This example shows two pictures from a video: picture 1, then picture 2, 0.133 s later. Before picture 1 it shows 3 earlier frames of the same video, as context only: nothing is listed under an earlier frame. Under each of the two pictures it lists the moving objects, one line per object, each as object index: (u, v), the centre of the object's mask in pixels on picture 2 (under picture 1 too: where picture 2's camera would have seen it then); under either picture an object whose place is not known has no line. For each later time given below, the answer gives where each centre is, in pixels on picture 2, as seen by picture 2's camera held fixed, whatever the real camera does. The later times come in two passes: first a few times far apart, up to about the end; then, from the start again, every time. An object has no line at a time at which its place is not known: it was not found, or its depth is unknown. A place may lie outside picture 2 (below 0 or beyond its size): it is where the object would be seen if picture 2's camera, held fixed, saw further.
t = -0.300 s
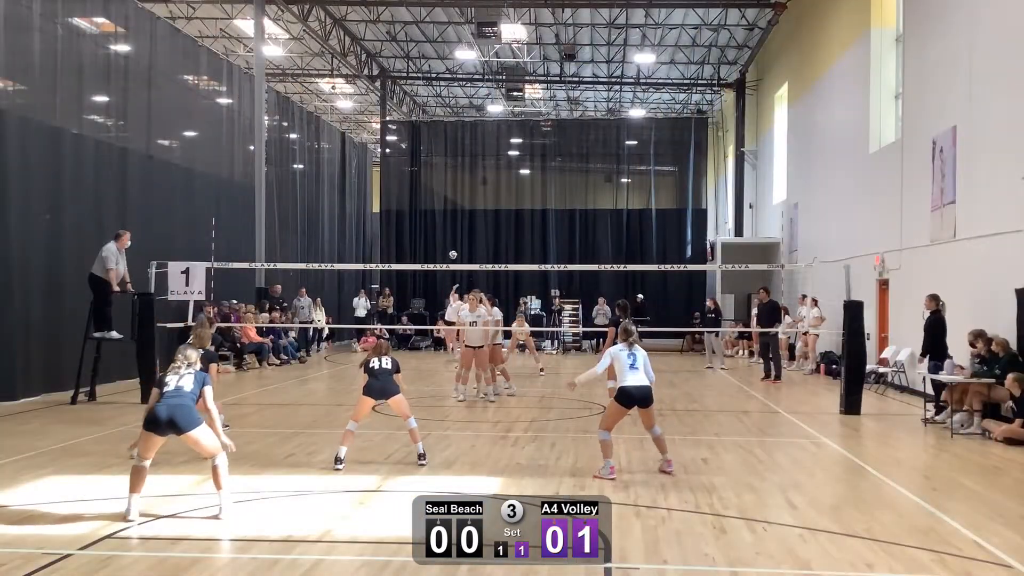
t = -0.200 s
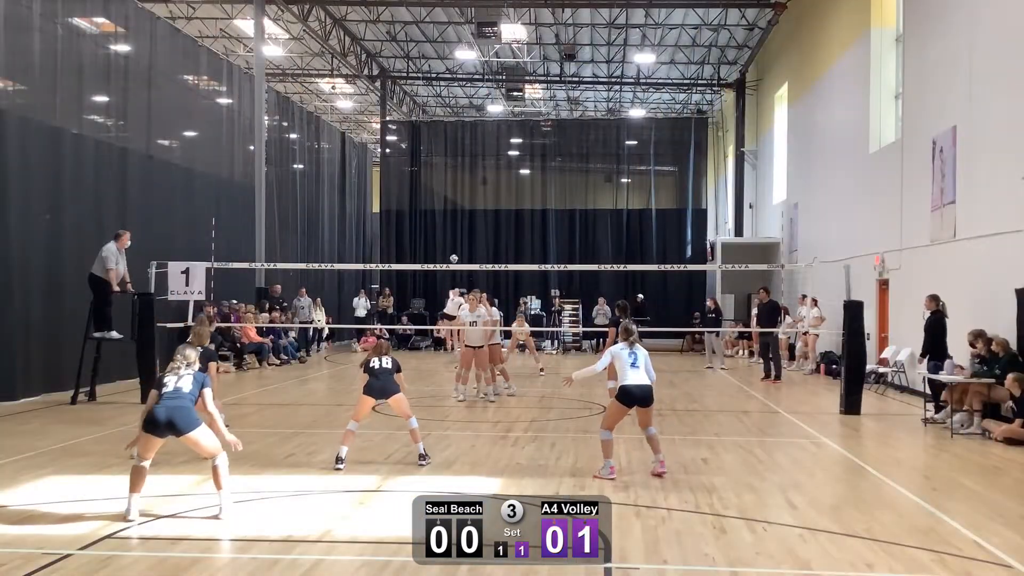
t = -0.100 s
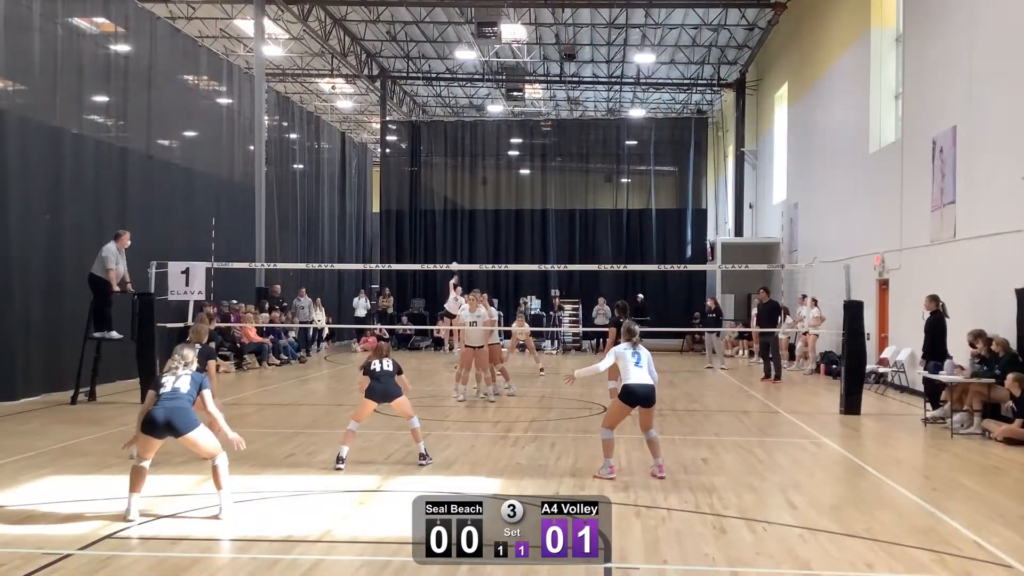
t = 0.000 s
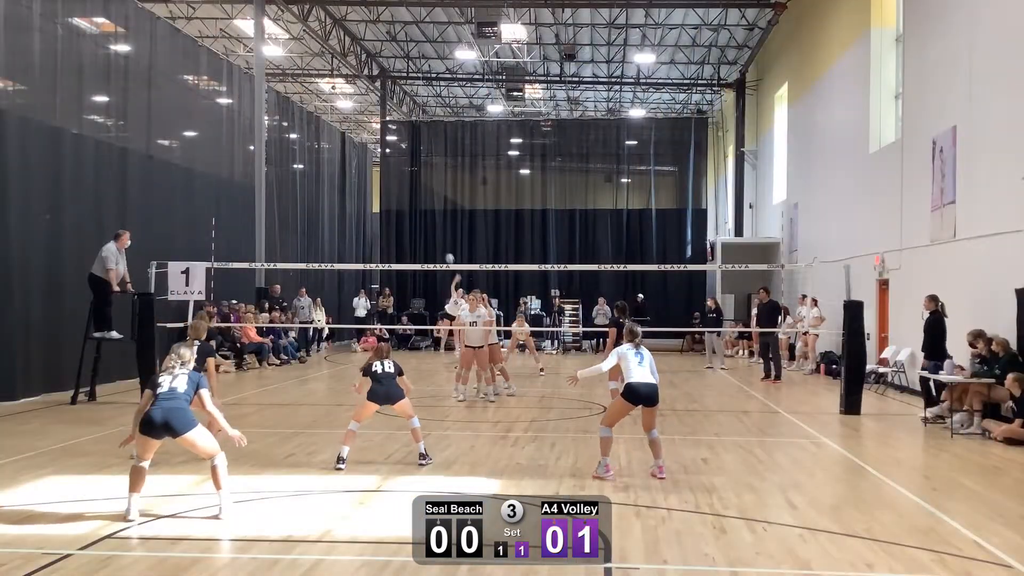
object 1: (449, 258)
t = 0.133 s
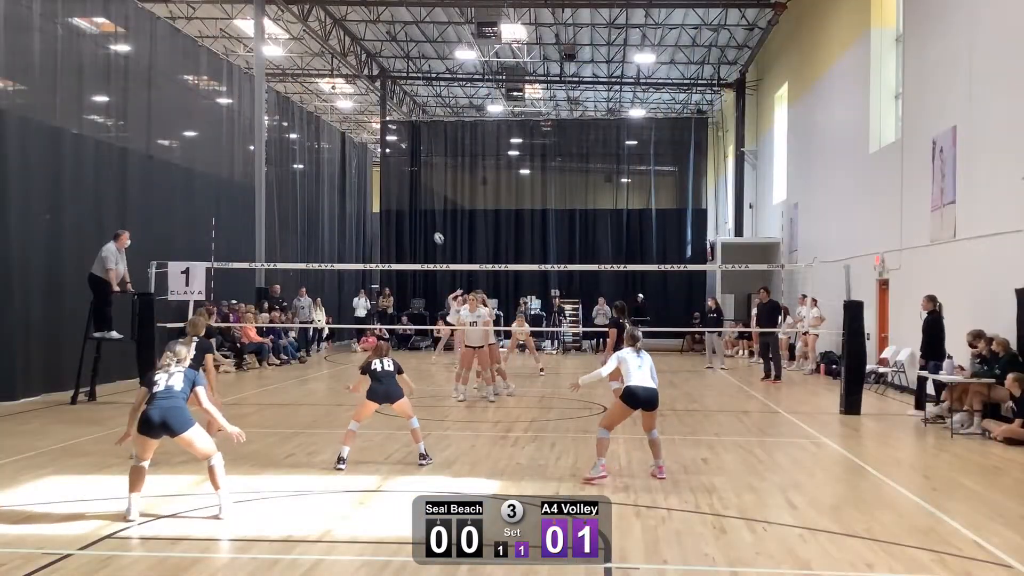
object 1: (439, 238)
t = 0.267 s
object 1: (425, 222)
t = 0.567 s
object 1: (377, 216)
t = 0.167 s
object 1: (436, 234)
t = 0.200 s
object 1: (432, 229)
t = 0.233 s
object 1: (429, 226)
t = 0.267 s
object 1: (425, 222)
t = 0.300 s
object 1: (421, 220)
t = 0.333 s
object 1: (417, 217)
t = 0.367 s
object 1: (412, 216)
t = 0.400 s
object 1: (407, 214)
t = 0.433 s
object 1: (402, 213)
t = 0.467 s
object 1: (396, 213)
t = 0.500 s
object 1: (390, 213)
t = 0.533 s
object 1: (384, 214)
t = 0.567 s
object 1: (377, 216)
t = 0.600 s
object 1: (369, 219)
